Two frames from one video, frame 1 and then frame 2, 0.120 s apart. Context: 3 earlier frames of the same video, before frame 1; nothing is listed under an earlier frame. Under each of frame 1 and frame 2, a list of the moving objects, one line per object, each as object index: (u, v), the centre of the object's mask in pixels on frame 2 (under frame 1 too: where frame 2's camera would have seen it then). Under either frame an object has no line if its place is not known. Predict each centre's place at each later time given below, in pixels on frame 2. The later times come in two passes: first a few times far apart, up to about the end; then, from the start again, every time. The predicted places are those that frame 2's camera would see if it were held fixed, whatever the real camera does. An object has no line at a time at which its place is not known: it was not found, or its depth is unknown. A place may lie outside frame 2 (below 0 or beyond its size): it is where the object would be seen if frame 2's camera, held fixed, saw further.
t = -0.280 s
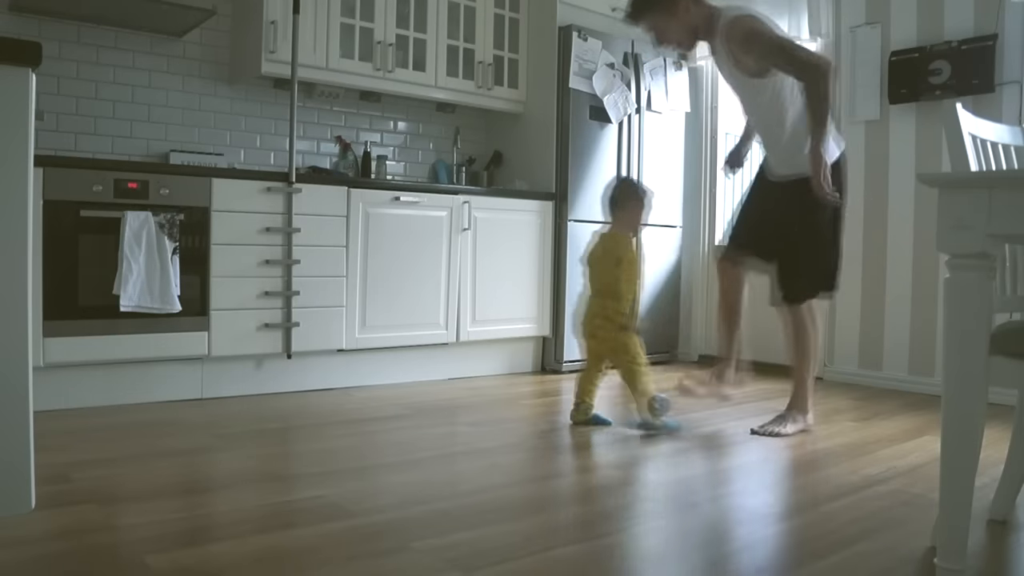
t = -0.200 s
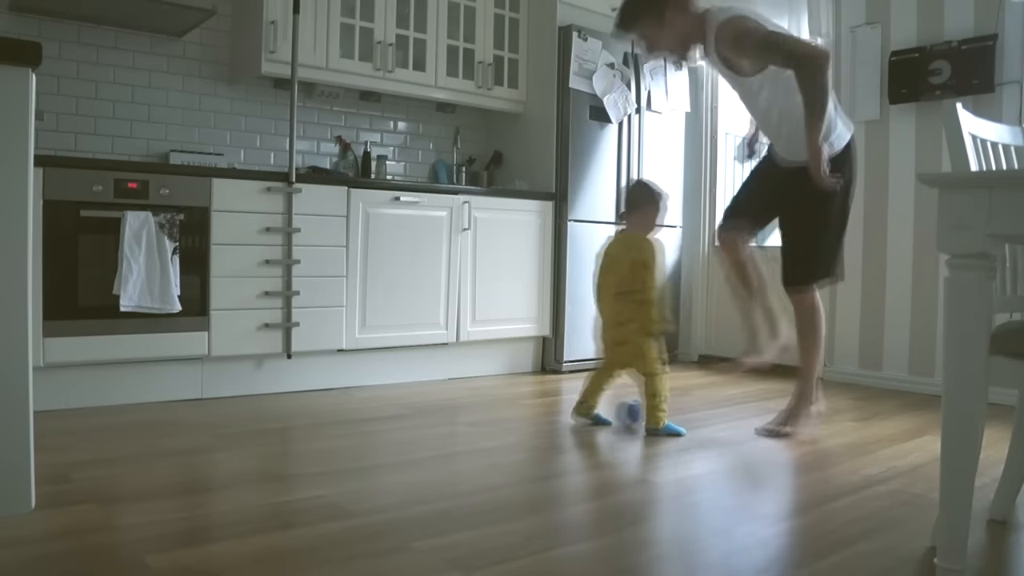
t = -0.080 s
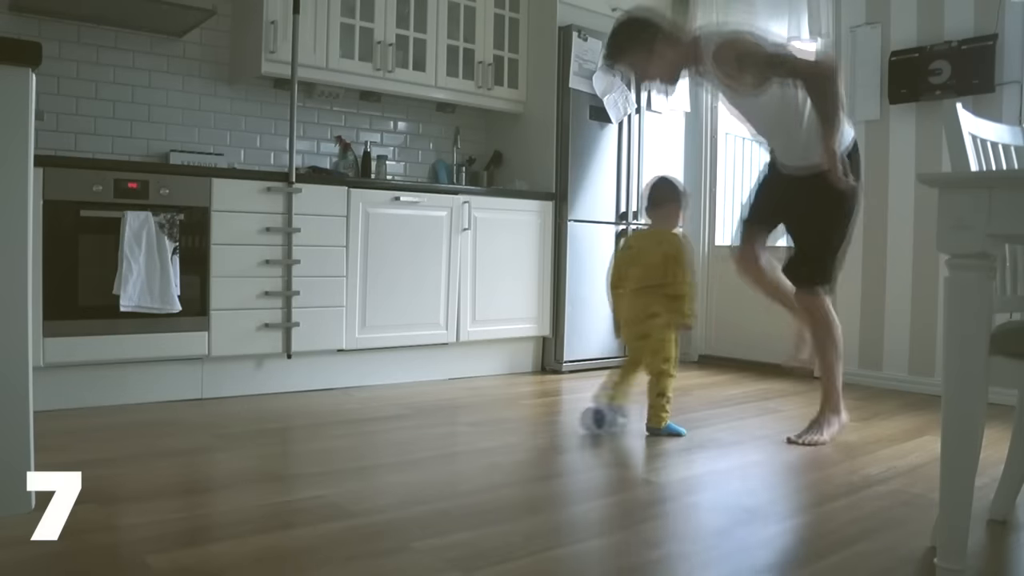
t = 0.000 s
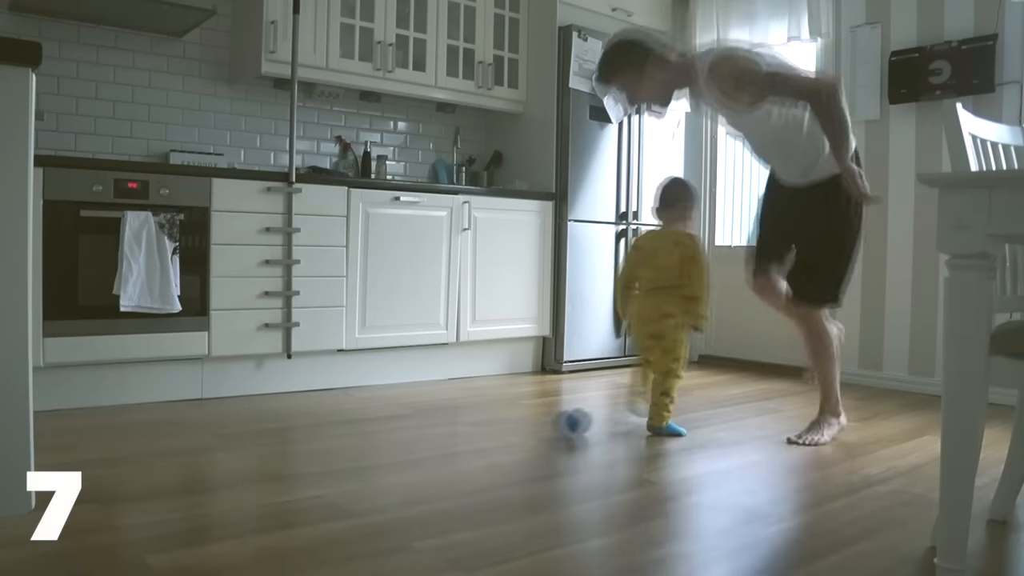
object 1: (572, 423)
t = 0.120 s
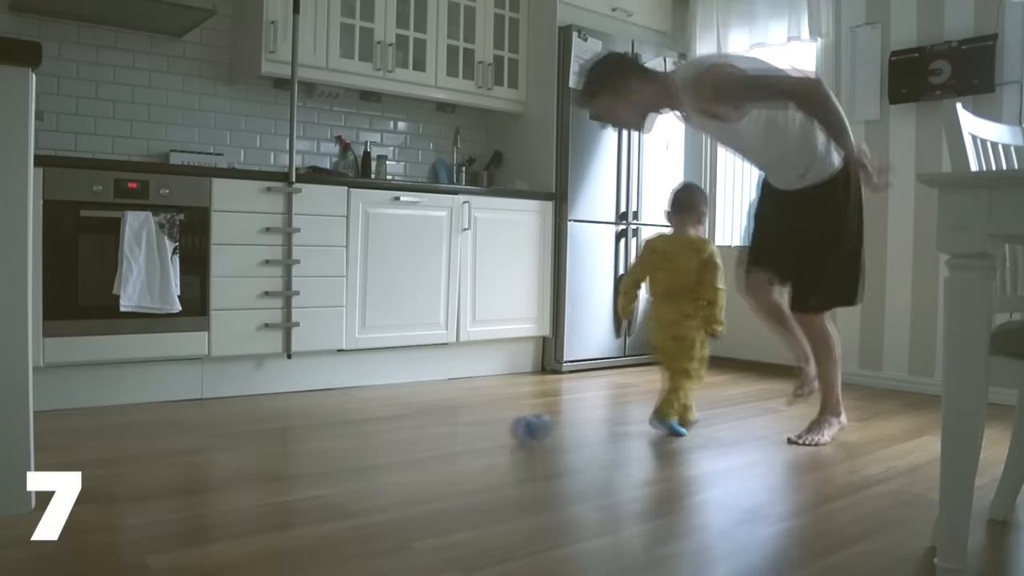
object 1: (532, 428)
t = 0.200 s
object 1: (501, 432)
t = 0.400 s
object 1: (416, 443)
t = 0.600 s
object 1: (324, 449)
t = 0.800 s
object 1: (227, 452)
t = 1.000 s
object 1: (126, 454)
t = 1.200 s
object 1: (44, 457)
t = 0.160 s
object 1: (516, 430)
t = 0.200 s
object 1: (501, 432)
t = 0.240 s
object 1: (485, 434)
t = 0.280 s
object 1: (468, 437)
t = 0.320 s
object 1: (451, 439)
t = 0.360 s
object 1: (434, 441)
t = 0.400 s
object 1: (416, 443)
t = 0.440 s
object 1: (398, 444)
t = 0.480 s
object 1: (381, 445)
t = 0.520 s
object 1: (362, 447)
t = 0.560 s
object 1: (343, 448)
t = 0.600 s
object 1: (324, 449)
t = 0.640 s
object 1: (305, 450)
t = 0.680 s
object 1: (286, 451)
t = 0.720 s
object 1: (266, 450)
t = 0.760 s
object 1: (246, 451)
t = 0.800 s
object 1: (227, 452)
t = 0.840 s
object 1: (206, 453)
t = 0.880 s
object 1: (187, 454)
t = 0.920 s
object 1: (167, 454)
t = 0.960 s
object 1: (146, 456)
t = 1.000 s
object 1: (126, 454)
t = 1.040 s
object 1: (107, 454)
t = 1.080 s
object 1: (87, 455)
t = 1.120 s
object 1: (67, 456)
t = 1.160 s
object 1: (54, 456)
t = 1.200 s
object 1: (44, 457)
